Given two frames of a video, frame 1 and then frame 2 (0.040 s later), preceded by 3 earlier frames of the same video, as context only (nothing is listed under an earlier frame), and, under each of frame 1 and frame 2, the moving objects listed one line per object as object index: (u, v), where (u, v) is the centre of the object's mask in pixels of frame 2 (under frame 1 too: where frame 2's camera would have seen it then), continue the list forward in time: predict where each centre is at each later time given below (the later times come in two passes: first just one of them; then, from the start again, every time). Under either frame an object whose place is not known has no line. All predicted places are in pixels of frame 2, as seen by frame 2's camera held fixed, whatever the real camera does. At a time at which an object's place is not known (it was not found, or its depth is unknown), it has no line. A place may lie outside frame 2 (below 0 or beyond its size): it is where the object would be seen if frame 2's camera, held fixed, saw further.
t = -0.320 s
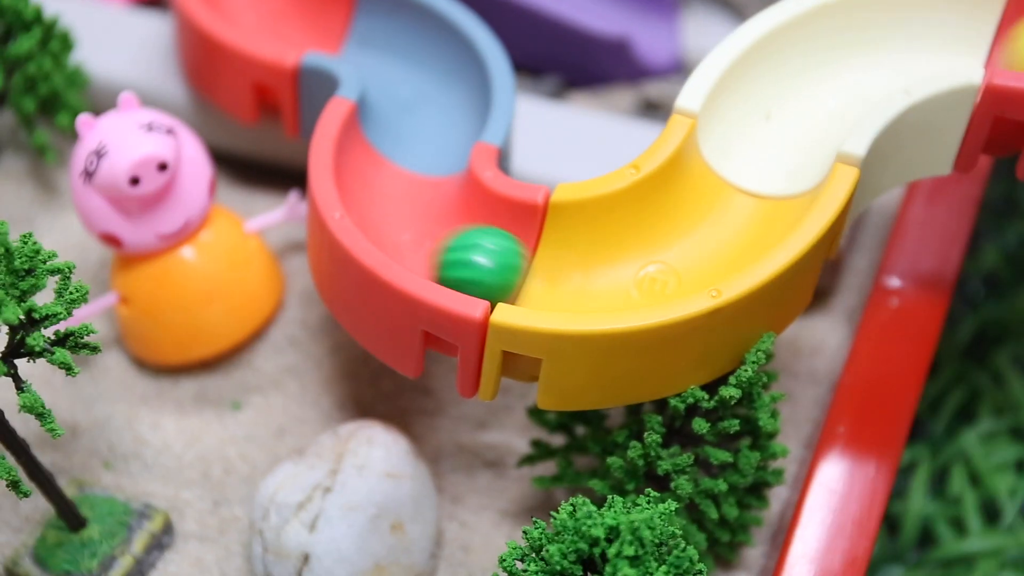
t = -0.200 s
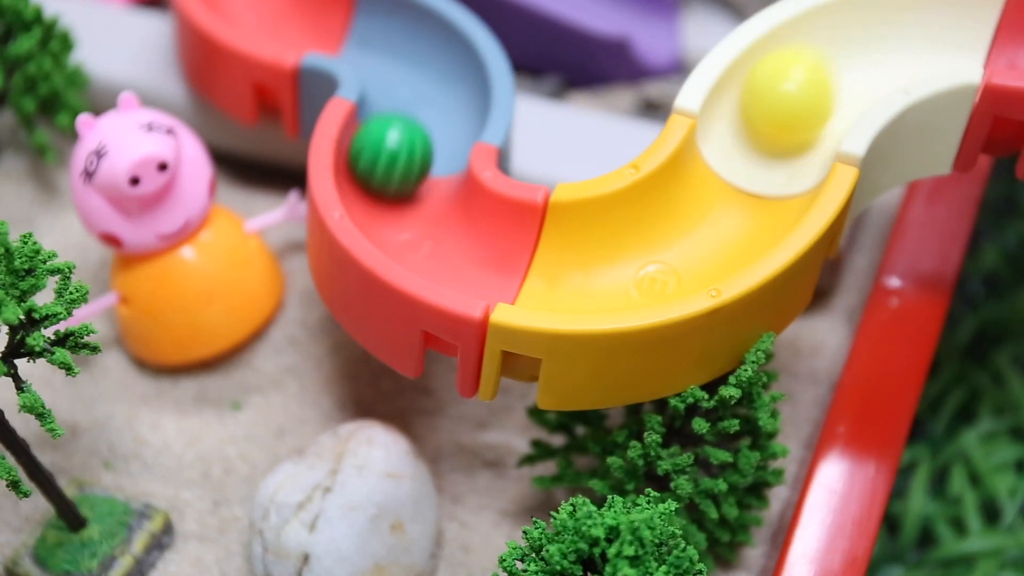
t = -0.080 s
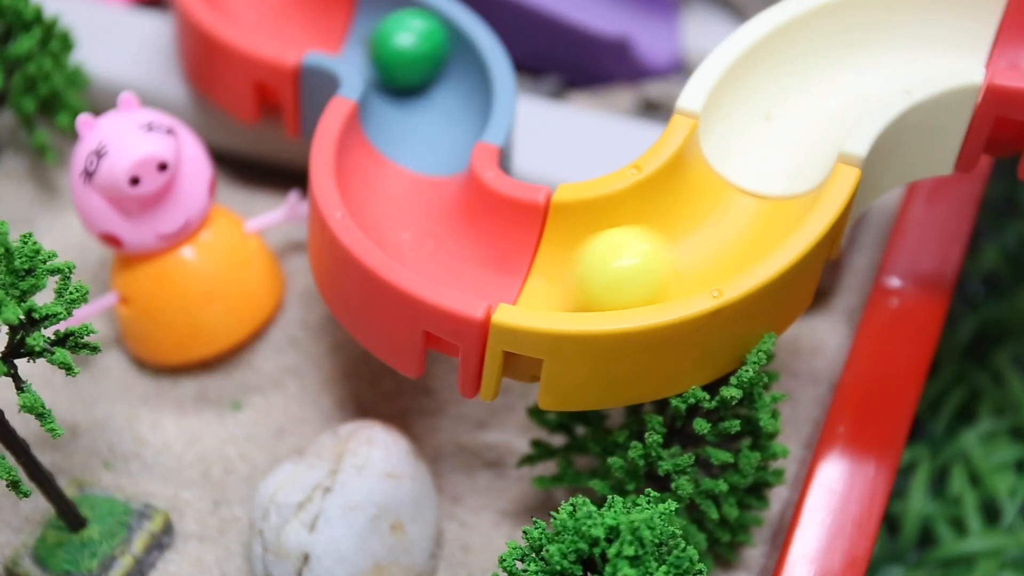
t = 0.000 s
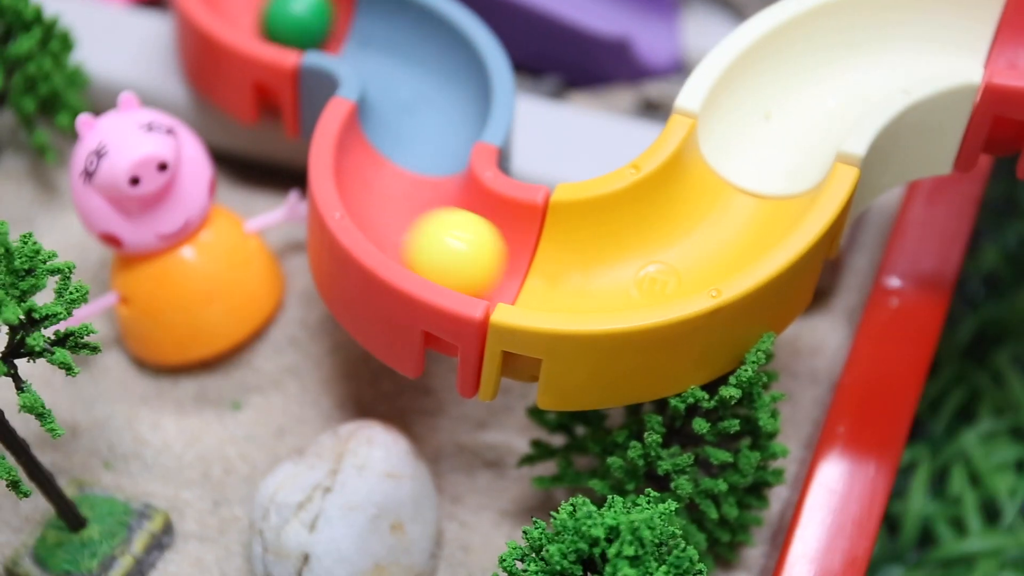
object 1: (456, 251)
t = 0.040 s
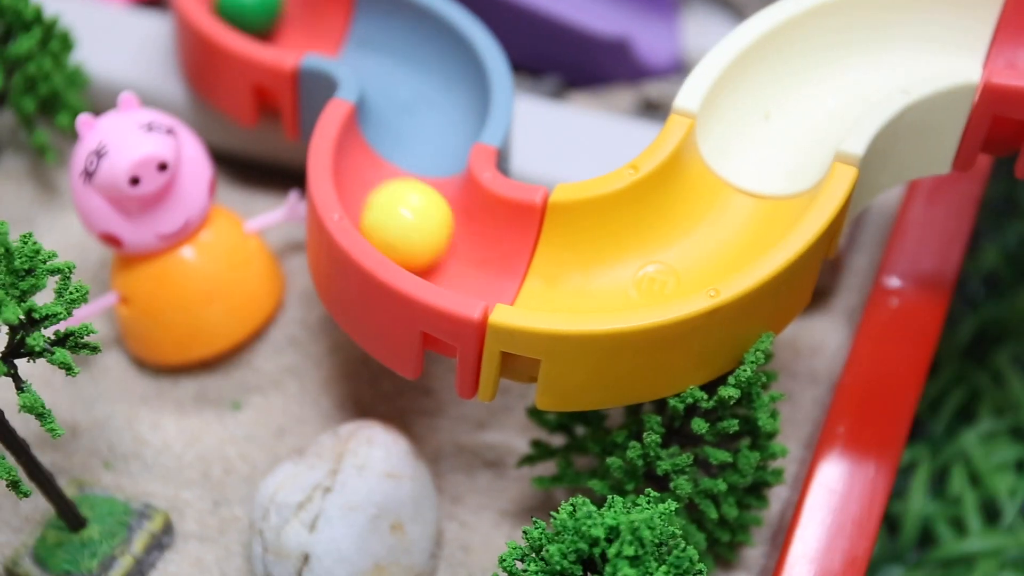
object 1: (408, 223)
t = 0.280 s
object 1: (313, 26)
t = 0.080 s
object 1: (399, 181)
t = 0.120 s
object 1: (403, 133)
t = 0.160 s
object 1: (430, 95)
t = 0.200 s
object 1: (422, 45)
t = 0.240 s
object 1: (376, 36)
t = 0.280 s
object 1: (313, 26)
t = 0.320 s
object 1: (257, 16)
